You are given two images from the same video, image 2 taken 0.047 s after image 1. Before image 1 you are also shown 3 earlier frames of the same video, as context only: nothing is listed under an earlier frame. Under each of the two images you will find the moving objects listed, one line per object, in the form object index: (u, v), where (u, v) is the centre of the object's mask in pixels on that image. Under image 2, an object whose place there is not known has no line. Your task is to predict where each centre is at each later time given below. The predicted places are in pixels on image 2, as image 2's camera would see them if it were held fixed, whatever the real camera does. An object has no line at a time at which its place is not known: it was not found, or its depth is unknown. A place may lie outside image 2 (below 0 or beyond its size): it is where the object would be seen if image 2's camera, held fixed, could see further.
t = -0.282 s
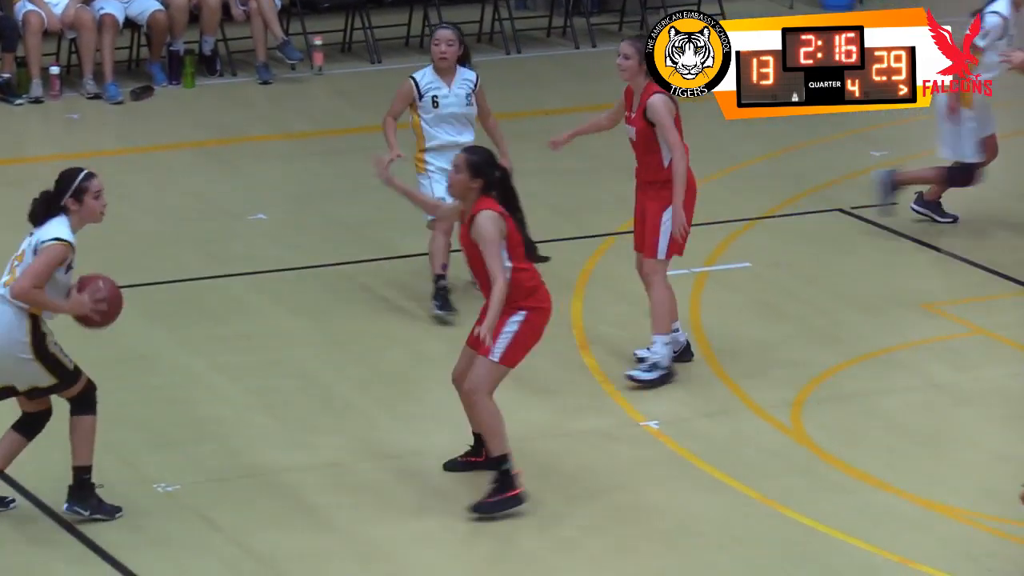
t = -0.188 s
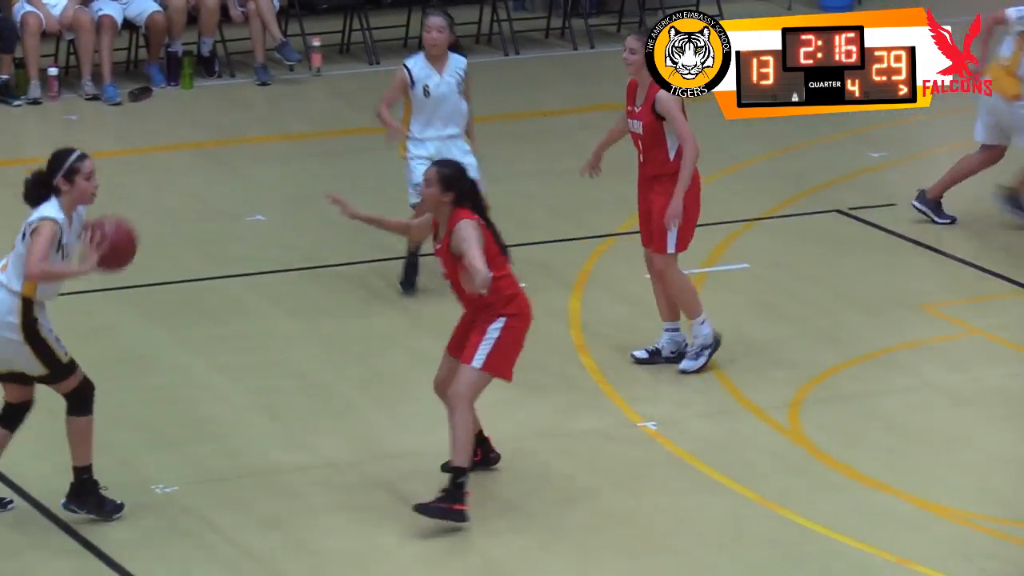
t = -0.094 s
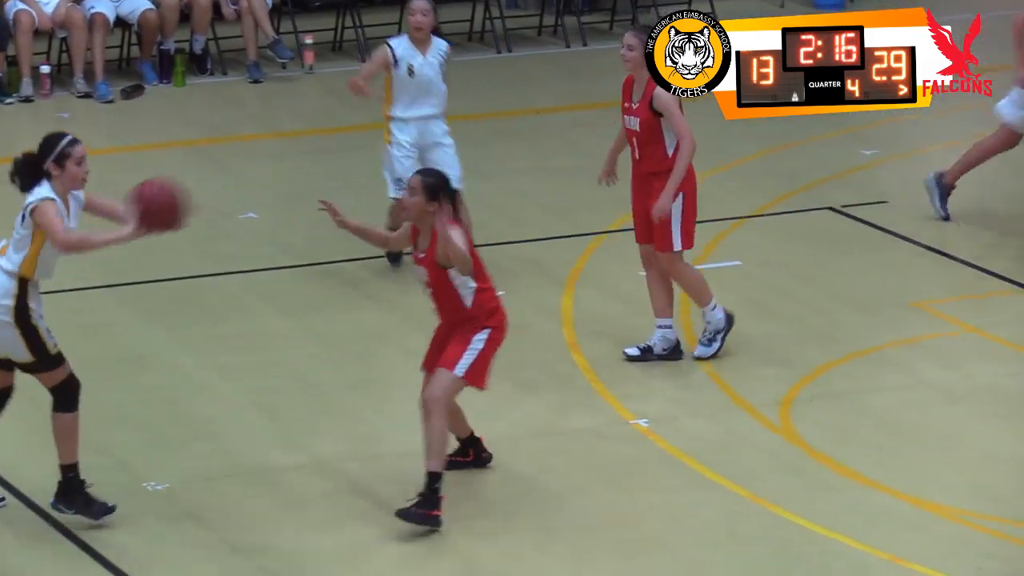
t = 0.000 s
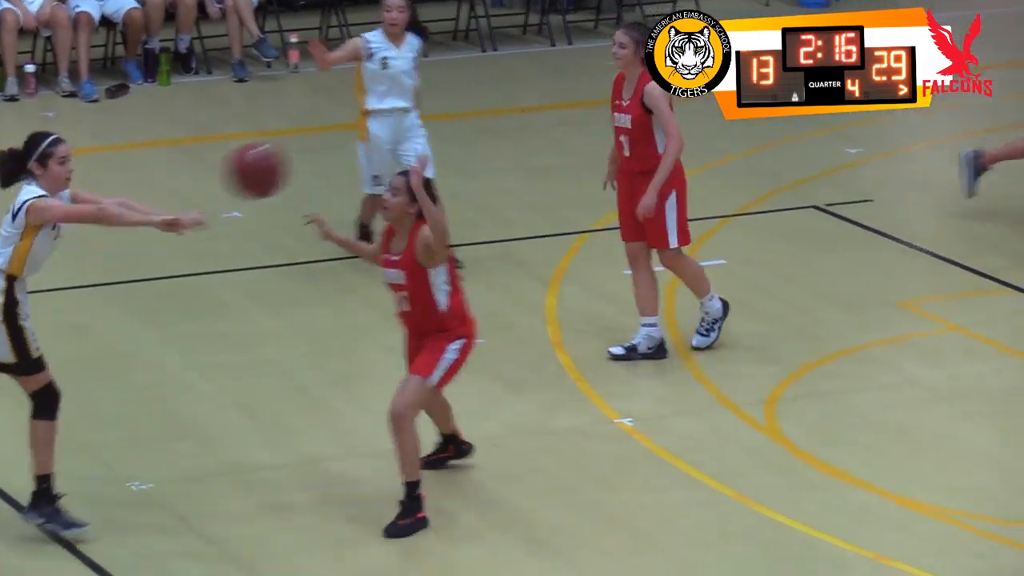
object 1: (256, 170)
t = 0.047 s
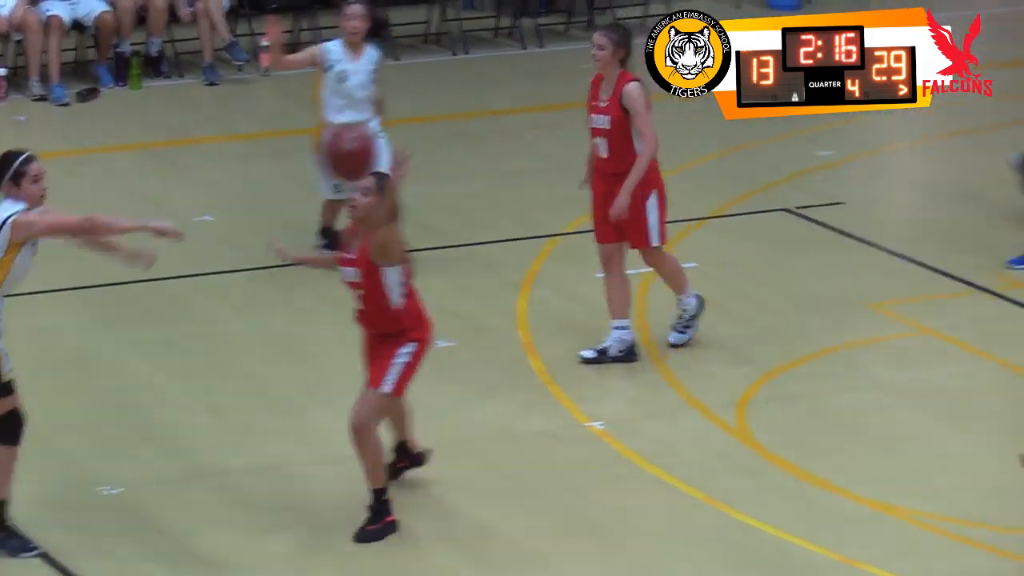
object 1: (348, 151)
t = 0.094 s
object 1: (415, 146)
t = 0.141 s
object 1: (477, 144)
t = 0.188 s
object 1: (541, 145)
